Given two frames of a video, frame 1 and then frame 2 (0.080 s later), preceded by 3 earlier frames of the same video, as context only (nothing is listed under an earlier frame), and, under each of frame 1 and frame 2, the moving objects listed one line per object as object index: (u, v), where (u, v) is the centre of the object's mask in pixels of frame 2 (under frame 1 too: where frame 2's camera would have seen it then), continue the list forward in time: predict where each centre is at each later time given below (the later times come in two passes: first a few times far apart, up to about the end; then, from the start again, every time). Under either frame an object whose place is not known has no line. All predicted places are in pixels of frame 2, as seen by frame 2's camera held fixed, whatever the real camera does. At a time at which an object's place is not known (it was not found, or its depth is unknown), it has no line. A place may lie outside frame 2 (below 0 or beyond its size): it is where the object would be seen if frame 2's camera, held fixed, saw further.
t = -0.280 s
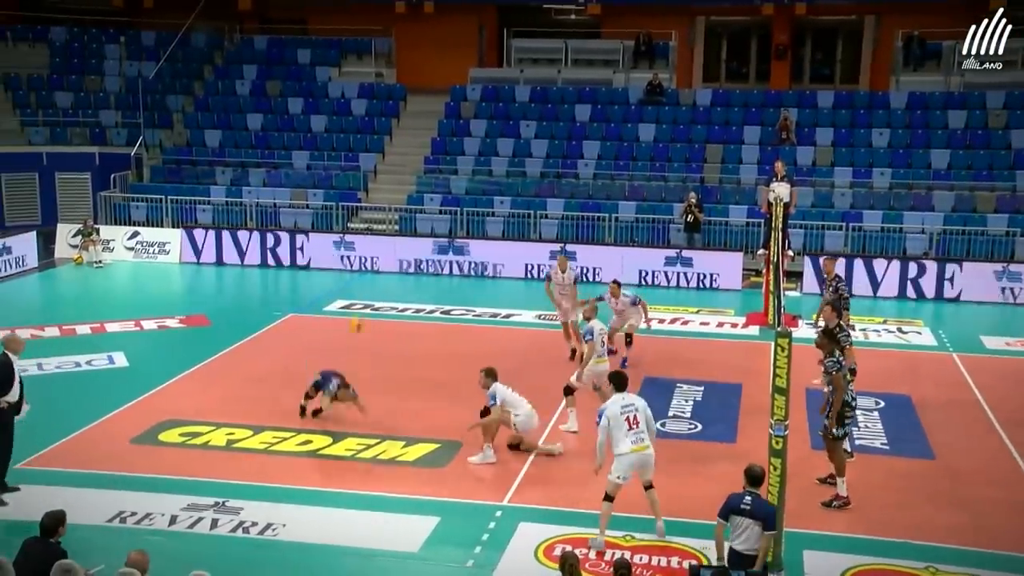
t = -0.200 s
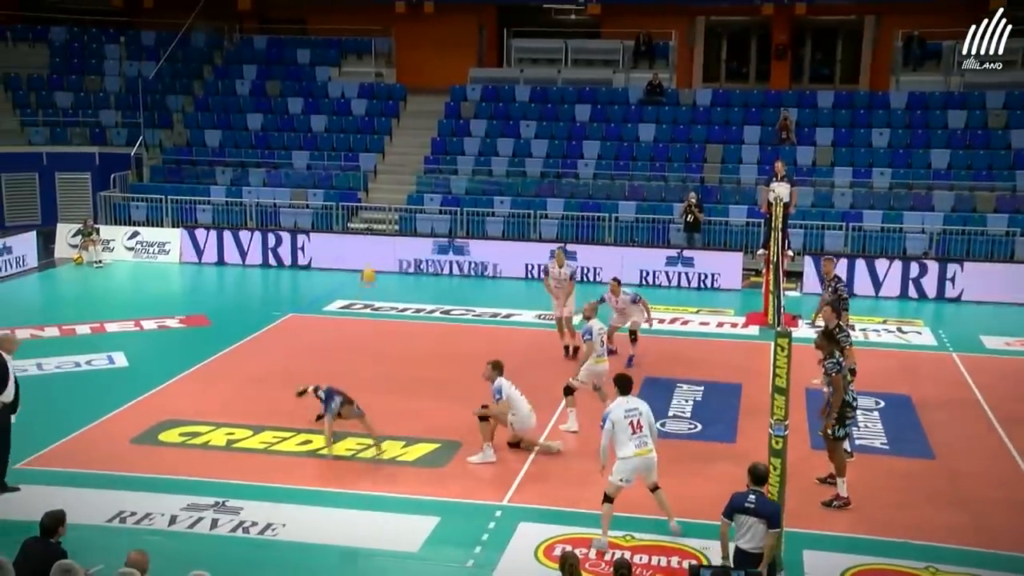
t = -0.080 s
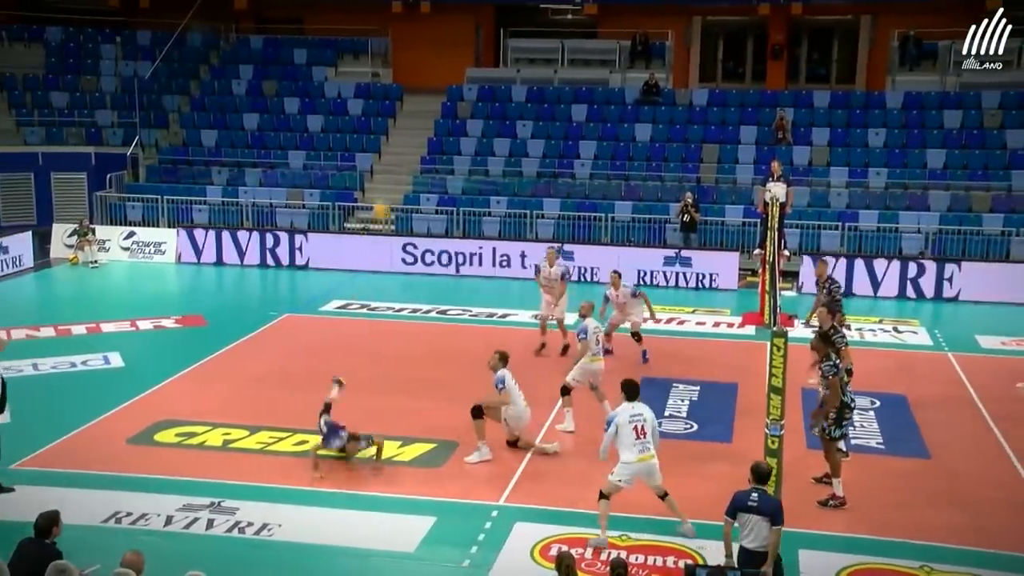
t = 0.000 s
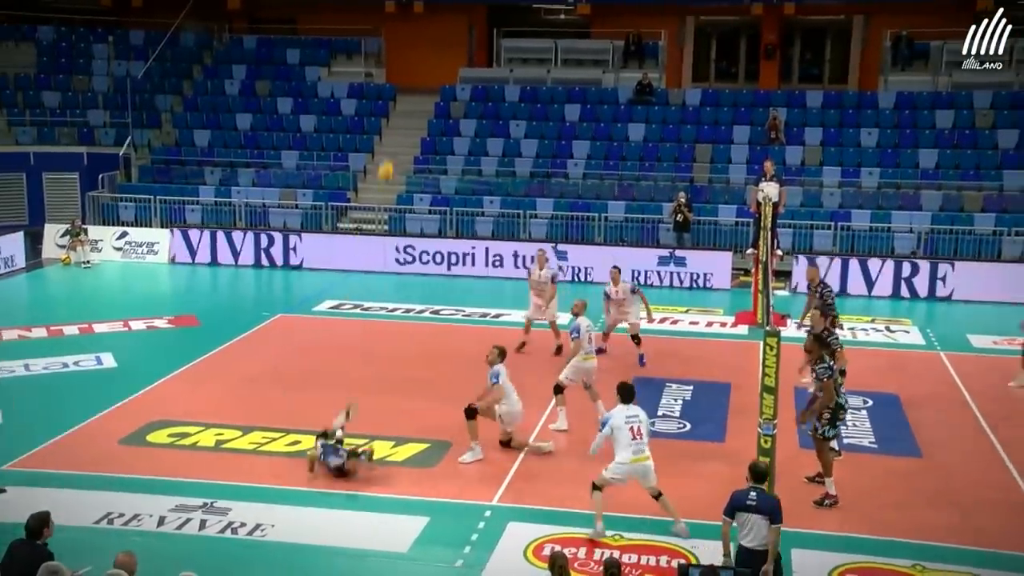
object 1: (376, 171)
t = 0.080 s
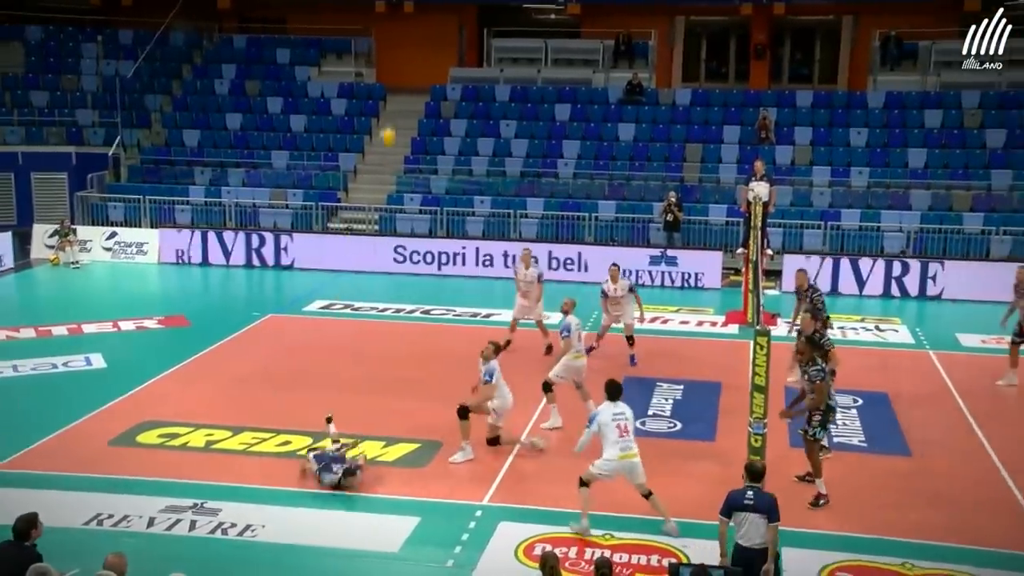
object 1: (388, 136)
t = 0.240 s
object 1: (411, 82)
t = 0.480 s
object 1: (446, 39)
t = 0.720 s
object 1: (481, 44)
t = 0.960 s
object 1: (518, 101)
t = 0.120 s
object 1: (394, 121)
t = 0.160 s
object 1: (399, 107)
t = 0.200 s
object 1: (405, 93)
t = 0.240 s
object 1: (411, 82)
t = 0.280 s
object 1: (416, 72)
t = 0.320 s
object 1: (423, 63)
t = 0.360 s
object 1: (428, 54)
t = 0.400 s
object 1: (434, 48)
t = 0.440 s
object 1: (440, 43)
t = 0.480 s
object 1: (446, 39)
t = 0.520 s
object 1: (452, 36)
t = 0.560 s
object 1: (457, 35)
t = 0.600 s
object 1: (463, 36)
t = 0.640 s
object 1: (470, 37)
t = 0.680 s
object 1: (475, 40)
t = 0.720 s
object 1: (481, 44)
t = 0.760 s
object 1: (487, 50)
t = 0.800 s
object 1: (493, 57)
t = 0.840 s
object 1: (500, 64)
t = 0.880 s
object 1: (505, 76)
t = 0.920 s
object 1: (512, 88)
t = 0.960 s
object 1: (518, 101)
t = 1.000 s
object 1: (524, 116)
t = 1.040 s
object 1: (530, 132)
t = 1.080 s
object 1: (536, 150)
